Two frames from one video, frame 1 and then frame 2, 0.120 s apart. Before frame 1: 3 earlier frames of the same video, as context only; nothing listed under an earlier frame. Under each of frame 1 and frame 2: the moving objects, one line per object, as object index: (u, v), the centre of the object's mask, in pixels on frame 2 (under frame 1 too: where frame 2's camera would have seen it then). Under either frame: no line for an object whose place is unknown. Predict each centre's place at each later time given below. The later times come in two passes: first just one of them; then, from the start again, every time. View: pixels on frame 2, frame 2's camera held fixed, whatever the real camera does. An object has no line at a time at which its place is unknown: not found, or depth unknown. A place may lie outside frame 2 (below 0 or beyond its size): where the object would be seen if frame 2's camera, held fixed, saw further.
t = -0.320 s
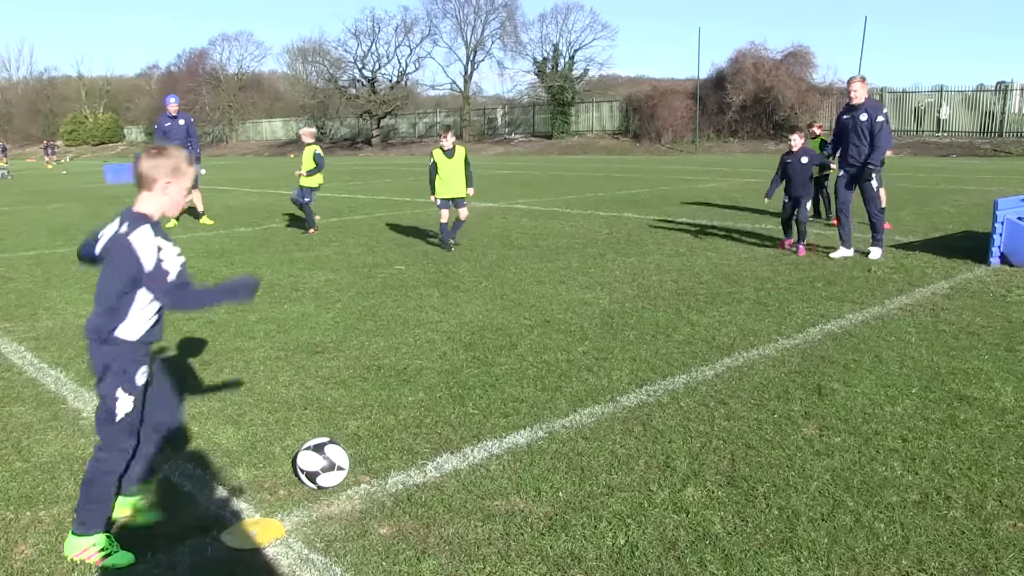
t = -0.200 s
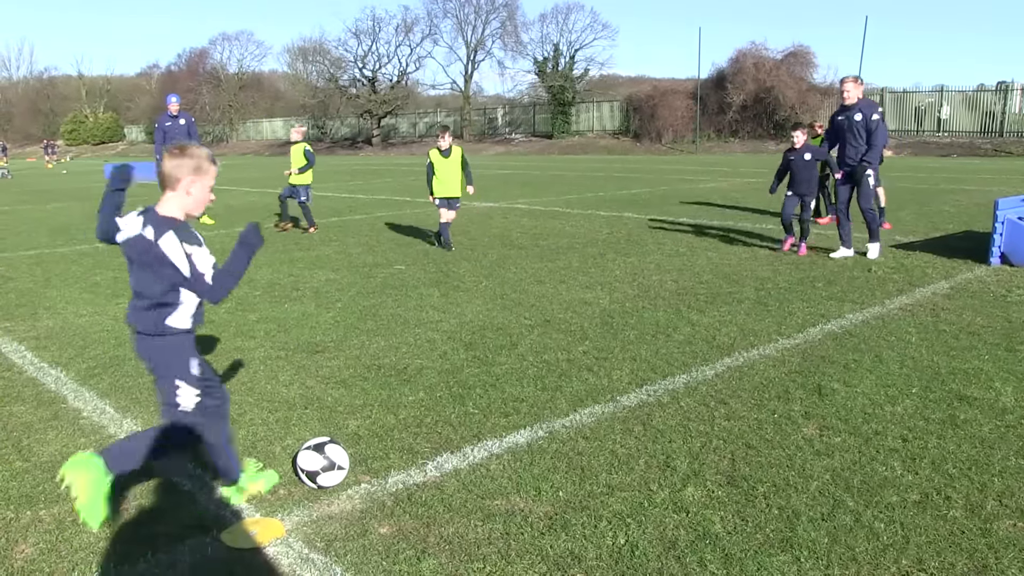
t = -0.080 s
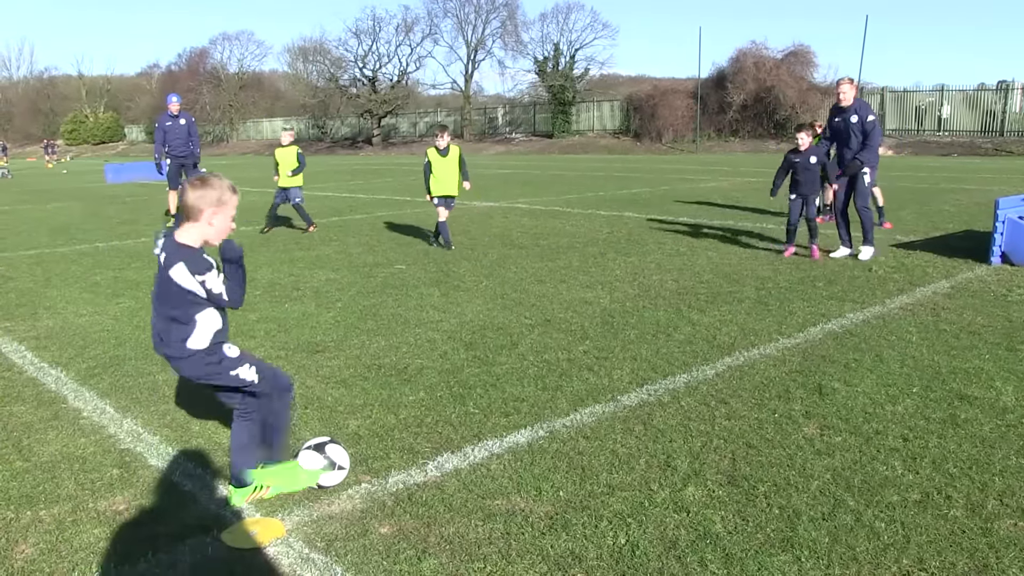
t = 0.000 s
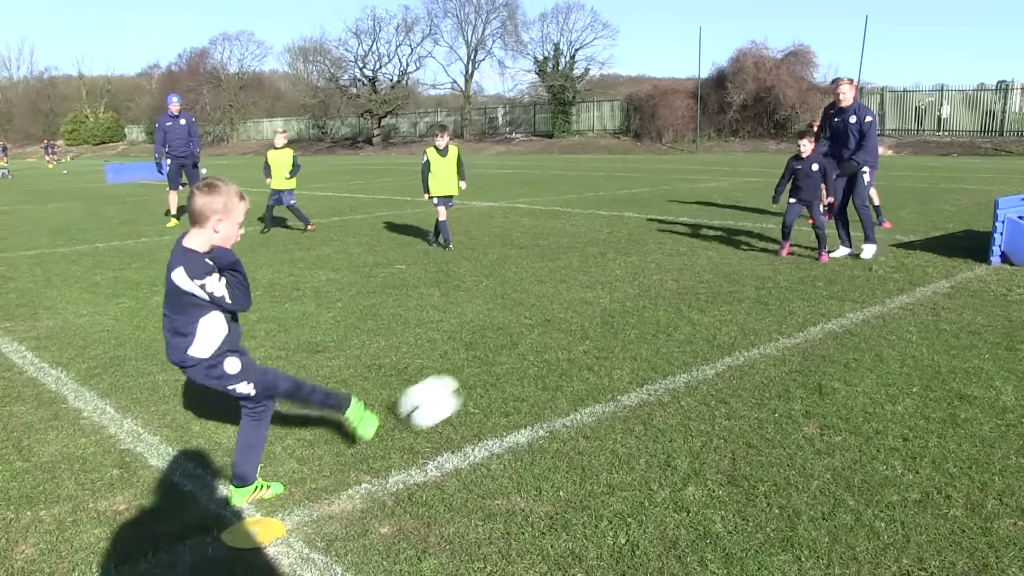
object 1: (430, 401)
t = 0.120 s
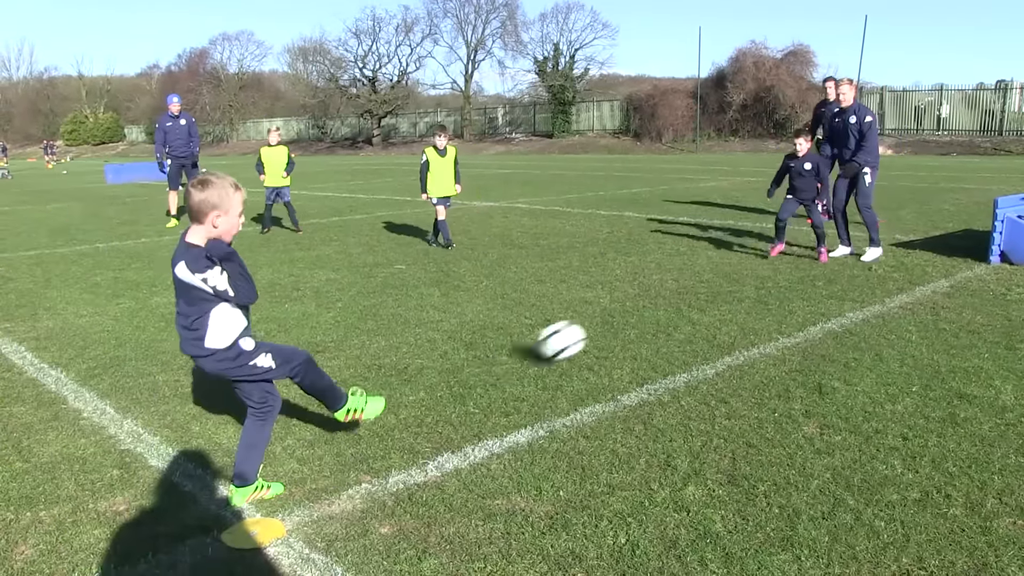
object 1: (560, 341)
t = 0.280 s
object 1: (668, 300)
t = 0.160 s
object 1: (593, 330)
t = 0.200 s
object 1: (624, 323)
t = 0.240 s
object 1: (649, 317)
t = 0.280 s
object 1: (668, 300)
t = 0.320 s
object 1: (685, 288)
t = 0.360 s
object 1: (702, 278)
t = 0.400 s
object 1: (717, 273)
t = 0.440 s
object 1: (731, 269)
